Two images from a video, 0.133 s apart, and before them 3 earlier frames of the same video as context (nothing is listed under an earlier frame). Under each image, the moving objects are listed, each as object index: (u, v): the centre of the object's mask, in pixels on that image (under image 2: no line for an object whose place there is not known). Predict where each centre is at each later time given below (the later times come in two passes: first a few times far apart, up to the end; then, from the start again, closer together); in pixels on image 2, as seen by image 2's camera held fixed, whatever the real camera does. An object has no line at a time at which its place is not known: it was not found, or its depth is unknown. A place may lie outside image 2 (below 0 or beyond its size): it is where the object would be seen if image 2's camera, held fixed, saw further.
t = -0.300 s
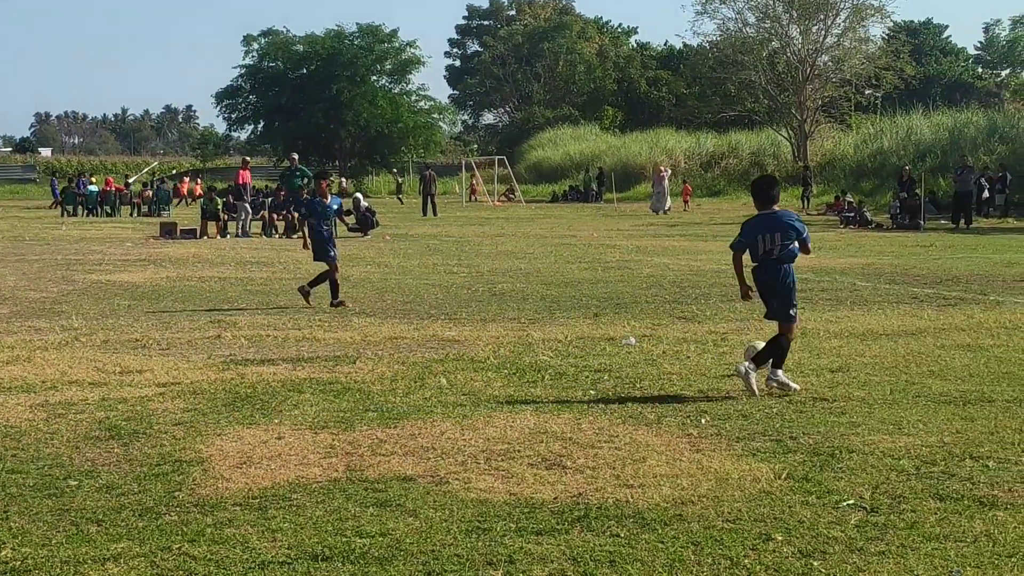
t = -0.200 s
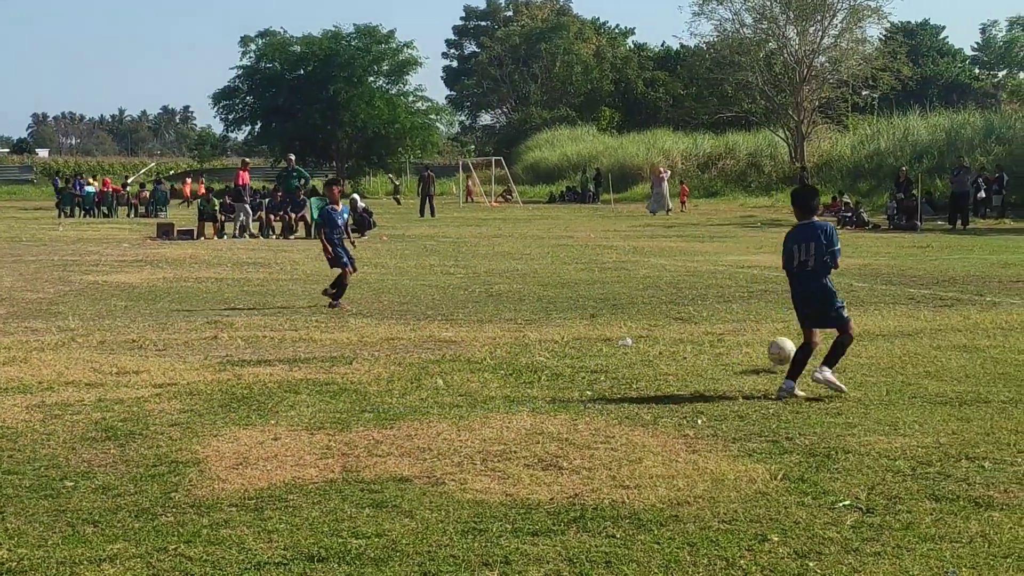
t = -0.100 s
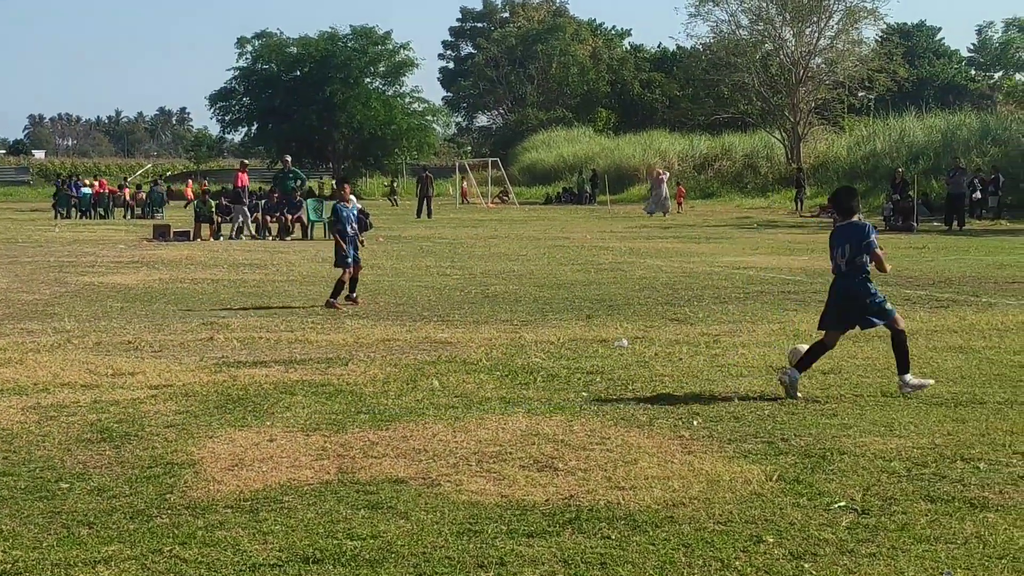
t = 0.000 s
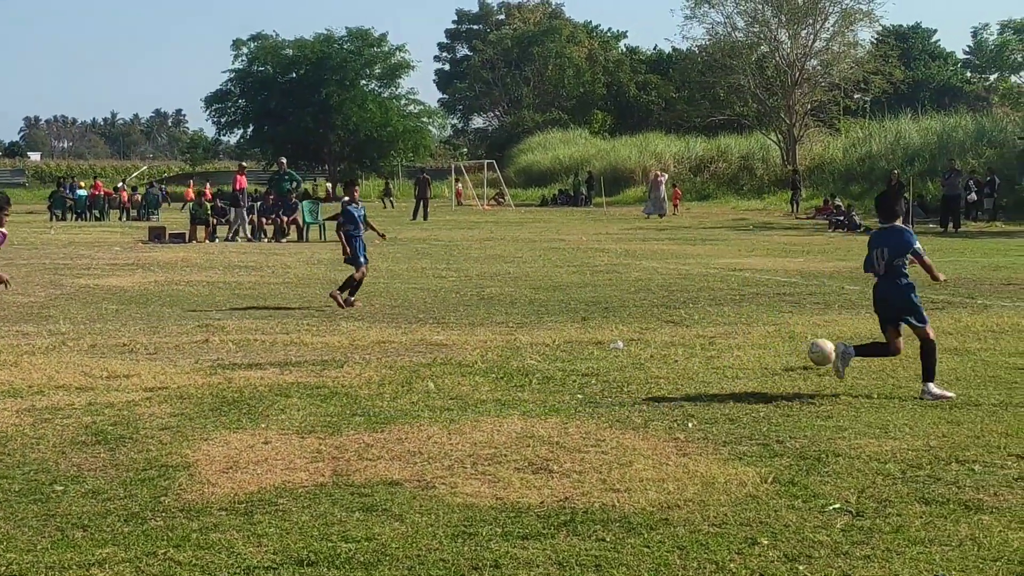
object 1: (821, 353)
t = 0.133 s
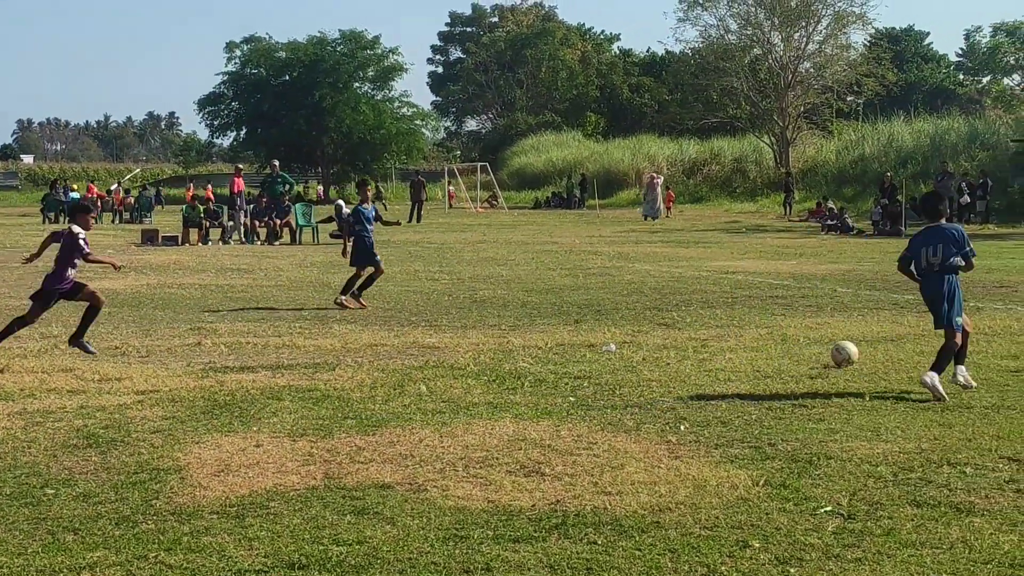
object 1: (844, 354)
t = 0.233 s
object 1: (865, 351)
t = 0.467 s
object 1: (910, 343)
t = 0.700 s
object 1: (952, 340)
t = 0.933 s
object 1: (988, 336)
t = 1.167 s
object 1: (1022, 335)
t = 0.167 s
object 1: (852, 353)
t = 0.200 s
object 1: (859, 353)
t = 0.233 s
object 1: (865, 351)
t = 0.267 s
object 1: (872, 348)
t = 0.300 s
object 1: (879, 347)
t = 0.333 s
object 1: (885, 347)
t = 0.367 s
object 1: (891, 348)
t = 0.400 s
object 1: (898, 347)
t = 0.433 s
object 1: (904, 345)
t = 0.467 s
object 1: (910, 343)
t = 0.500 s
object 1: (917, 341)
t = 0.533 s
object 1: (923, 341)
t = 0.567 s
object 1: (930, 342)
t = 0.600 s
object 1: (936, 344)
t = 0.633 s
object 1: (942, 342)
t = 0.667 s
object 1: (947, 341)
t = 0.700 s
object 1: (952, 340)
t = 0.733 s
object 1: (956, 340)
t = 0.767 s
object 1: (962, 340)
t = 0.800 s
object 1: (967, 339)
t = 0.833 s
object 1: (973, 338)
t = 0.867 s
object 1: (978, 336)
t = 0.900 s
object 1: (983, 336)
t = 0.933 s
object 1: (988, 336)
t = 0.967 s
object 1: (993, 337)
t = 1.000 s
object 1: (998, 336)
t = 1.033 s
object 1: (1003, 335)
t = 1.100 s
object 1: (1013, 335)
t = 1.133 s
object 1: (1018, 335)
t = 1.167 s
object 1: (1022, 335)
